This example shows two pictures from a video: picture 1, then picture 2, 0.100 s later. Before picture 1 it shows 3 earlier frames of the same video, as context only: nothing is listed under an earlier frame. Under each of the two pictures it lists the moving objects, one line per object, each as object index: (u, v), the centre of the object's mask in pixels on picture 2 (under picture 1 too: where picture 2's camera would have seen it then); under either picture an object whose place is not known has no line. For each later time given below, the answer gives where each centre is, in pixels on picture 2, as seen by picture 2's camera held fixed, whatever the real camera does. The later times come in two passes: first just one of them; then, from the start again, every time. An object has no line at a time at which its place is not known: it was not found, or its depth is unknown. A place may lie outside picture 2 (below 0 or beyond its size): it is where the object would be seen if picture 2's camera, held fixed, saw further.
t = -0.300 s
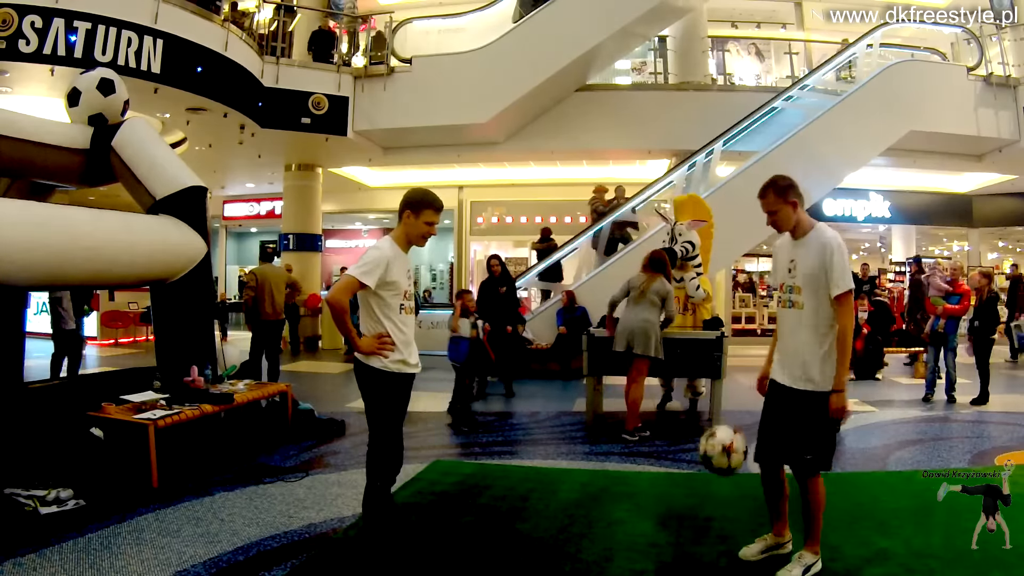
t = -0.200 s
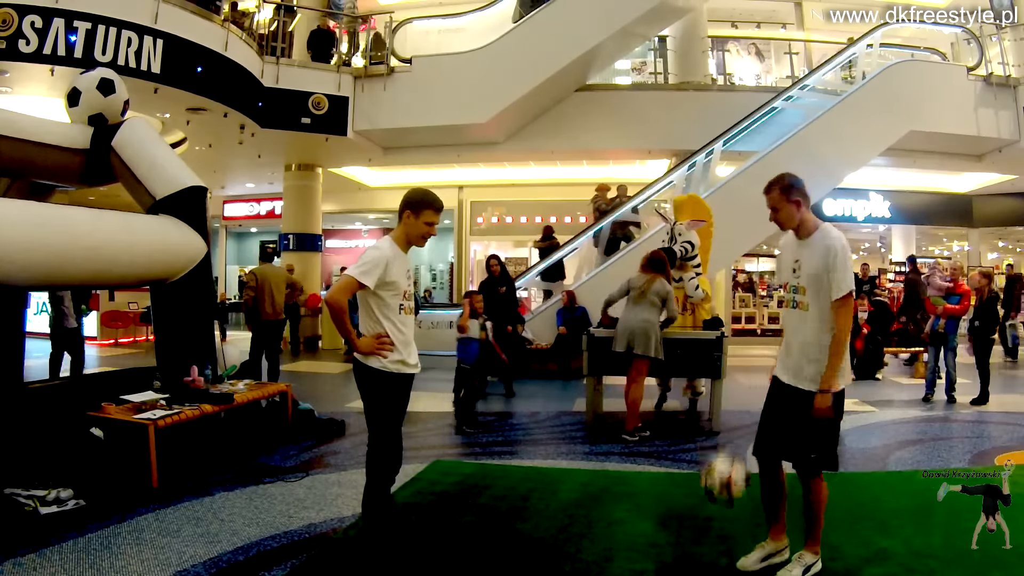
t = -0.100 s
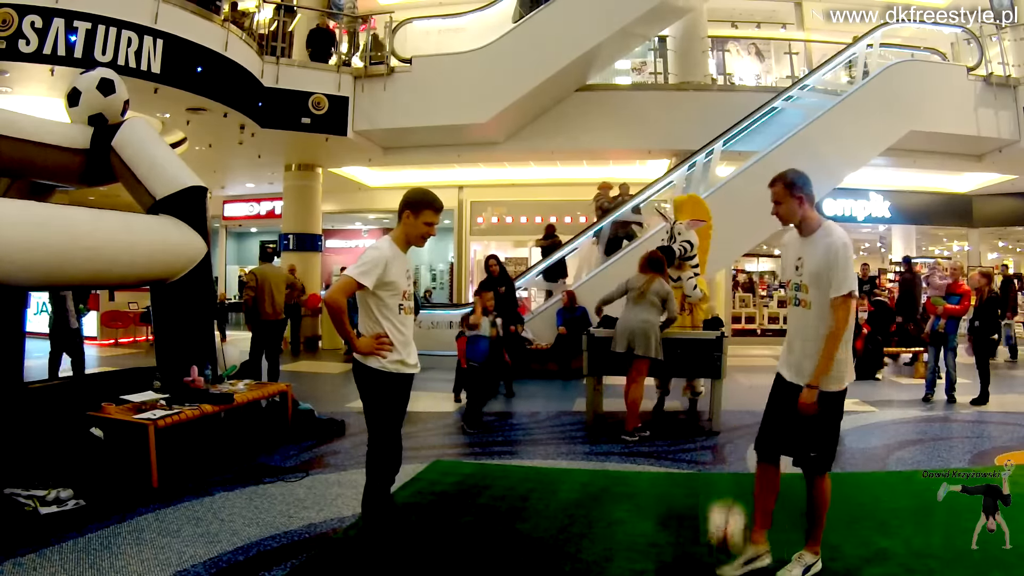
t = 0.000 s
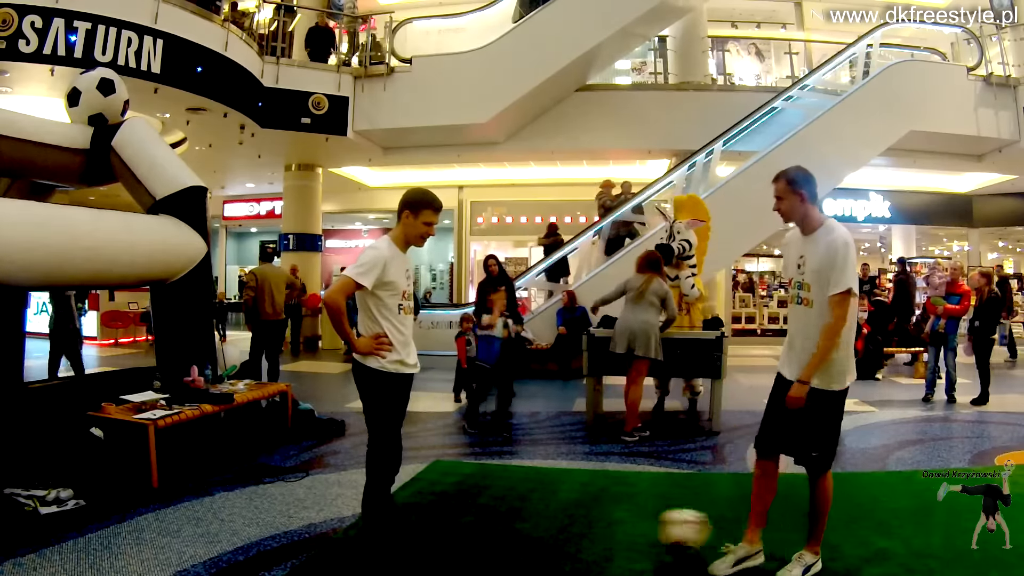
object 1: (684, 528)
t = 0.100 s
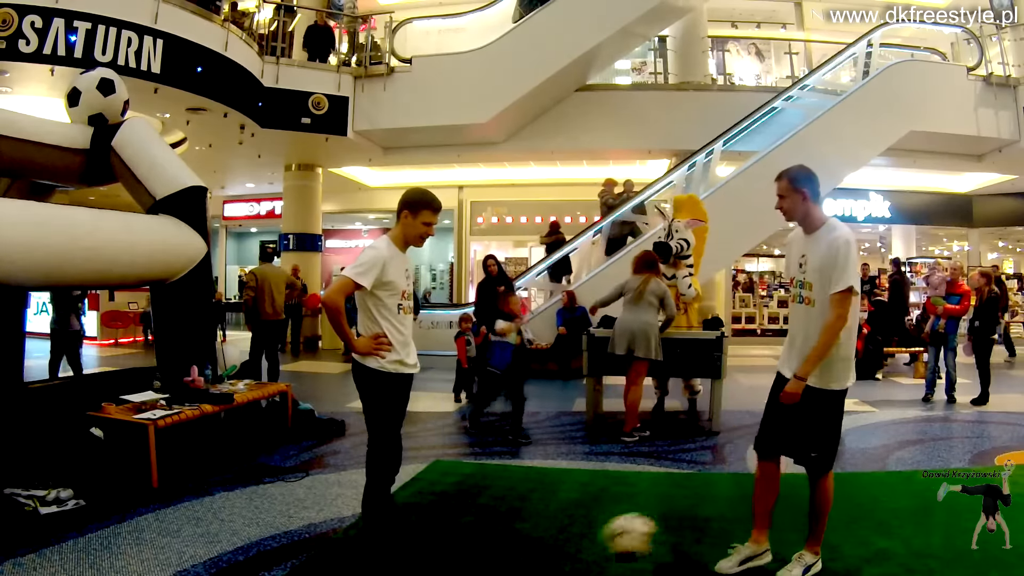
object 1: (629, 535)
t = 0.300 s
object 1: (532, 548)
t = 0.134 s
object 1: (612, 541)
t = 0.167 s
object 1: (593, 549)
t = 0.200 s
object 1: (574, 557)
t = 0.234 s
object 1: (555, 558)
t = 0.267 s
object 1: (544, 553)
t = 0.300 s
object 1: (532, 548)
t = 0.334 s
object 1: (520, 544)
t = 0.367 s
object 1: (507, 543)
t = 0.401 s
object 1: (494, 545)
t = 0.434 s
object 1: (481, 547)
